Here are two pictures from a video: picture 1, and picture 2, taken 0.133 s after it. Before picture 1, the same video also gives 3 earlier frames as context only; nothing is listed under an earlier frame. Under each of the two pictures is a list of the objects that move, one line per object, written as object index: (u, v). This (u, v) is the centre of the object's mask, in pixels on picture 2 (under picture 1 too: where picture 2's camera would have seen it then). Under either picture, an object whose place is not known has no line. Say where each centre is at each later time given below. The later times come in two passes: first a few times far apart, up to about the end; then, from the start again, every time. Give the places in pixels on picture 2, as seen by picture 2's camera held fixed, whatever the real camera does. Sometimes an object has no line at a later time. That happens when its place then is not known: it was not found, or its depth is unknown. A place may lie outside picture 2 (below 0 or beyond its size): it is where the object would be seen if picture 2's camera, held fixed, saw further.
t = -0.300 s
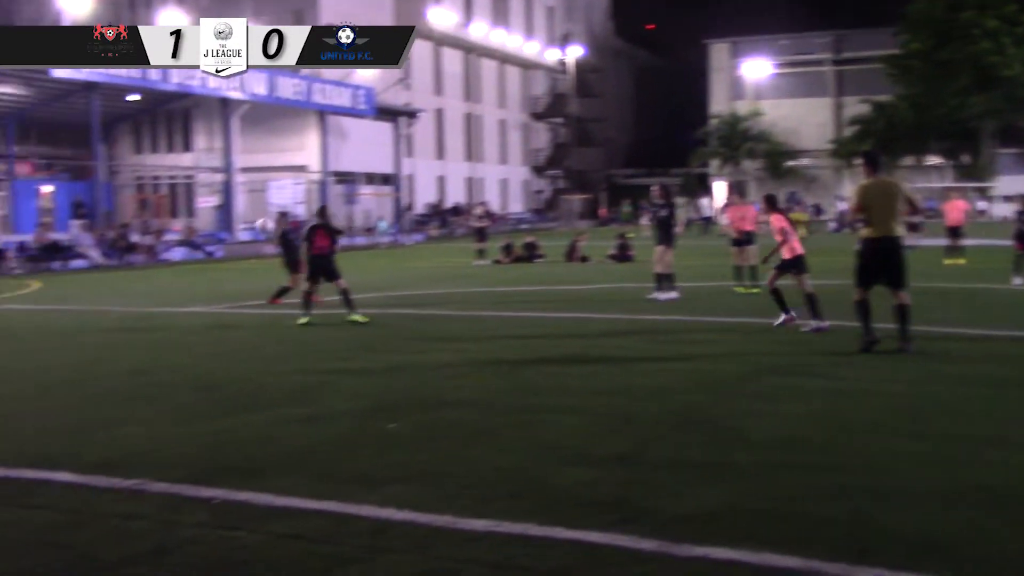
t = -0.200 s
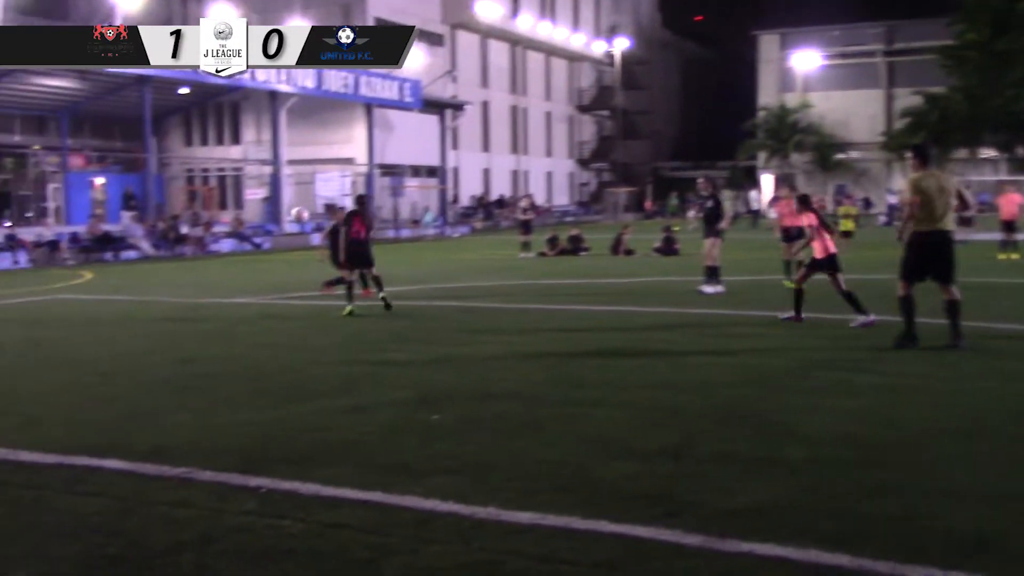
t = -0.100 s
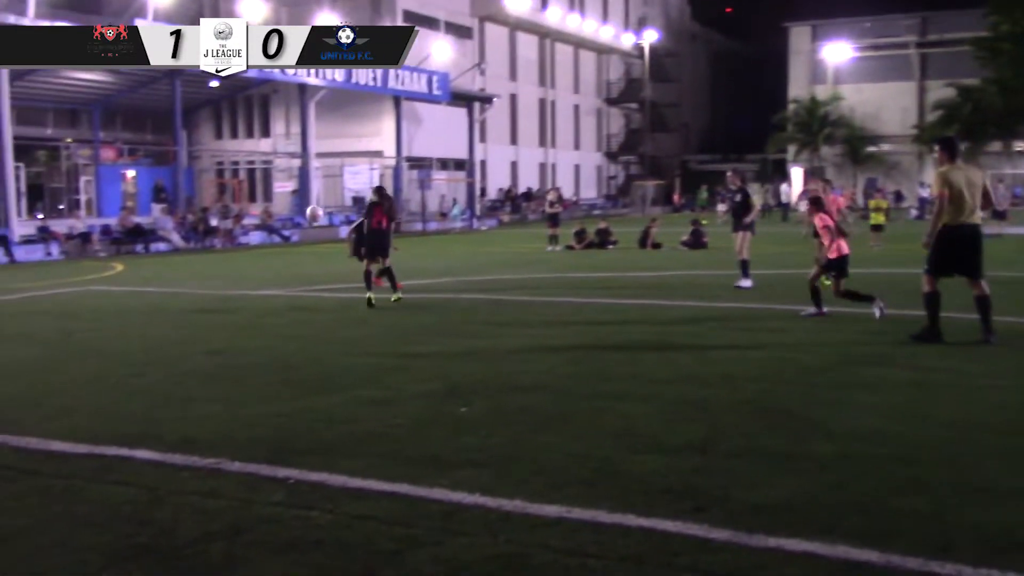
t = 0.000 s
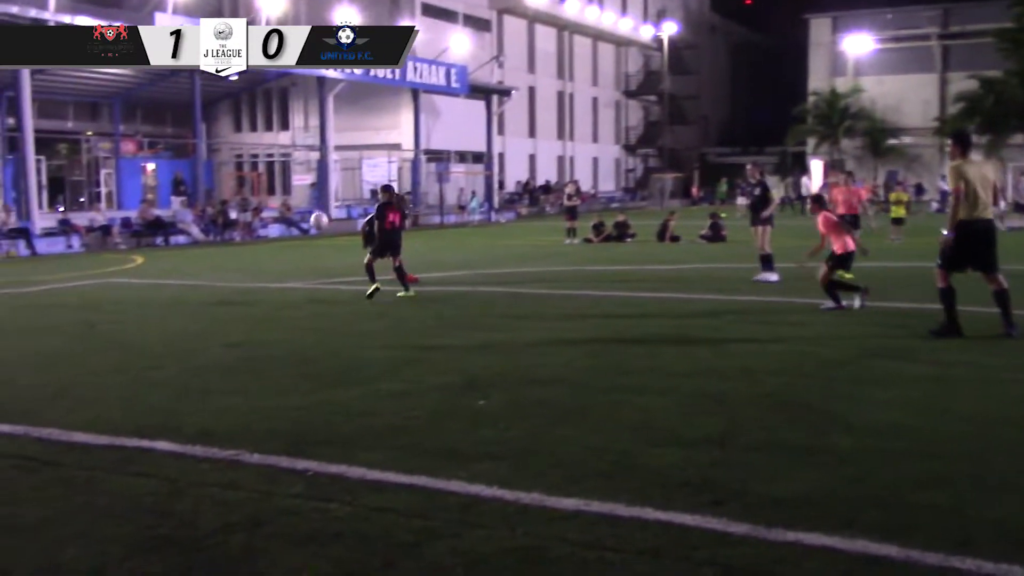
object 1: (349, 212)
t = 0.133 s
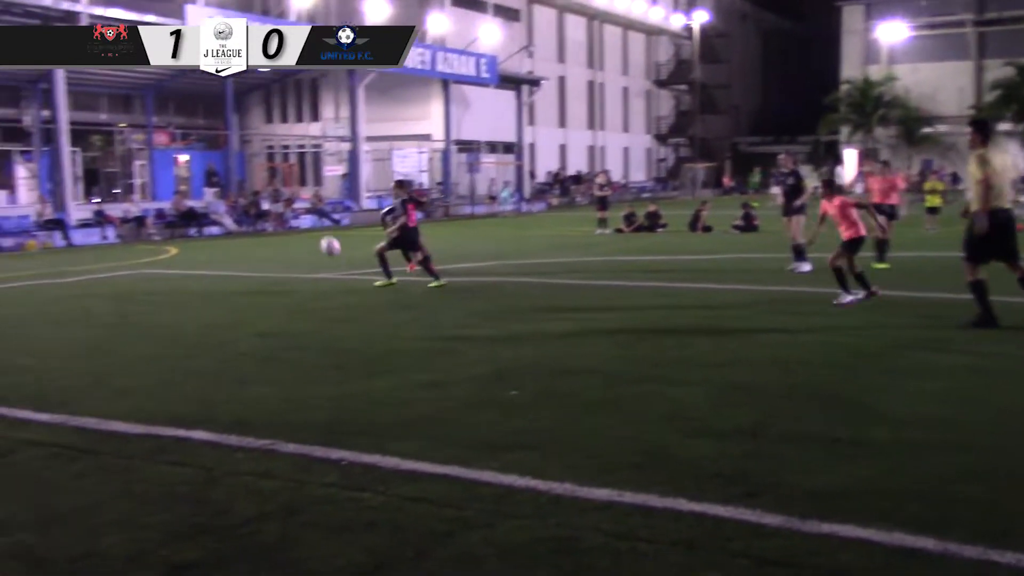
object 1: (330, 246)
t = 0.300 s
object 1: (300, 285)
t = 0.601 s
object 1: (219, 246)
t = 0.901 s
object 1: (124, 301)
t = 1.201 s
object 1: (11, 306)
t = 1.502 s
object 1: (-125, 372)
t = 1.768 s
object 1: (-286, 370)
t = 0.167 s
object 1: (326, 258)
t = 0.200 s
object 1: (320, 271)
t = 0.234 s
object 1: (314, 285)
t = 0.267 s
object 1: (308, 294)
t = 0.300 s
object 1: (300, 285)
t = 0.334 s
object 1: (291, 276)
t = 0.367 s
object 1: (281, 270)
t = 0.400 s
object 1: (273, 264)
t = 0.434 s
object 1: (264, 258)
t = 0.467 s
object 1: (256, 254)
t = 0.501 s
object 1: (246, 251)
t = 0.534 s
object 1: (238, 248)
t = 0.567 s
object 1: (229, 246)
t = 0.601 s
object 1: (219, 246)
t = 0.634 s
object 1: (209, 247)
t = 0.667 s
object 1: (199, 249)
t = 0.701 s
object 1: (188, 253)
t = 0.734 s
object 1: (178, 258)
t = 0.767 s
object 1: (168, 264)
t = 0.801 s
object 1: (157, 271)
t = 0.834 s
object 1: (146, 280)
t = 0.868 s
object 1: (135, 289)
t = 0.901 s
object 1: (124, 301)
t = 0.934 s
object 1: (112, 314)
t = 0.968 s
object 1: (101, 329)
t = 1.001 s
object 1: (89, 328)
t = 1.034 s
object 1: (77, 322)
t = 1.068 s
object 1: (64, 316)
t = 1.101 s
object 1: (52, 312)
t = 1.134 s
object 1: (39, 308)
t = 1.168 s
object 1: (25, 307)
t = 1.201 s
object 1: (11, 306)
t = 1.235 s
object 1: (-4, 307)
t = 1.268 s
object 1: (-18, 310)
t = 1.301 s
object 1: (-32, 313)
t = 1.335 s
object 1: (-45, 319)
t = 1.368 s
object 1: (-61, 326)
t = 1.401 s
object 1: (-76, 335)
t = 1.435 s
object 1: (-92, 346)
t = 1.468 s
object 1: (-108, 358)
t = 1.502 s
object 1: (-125, 372)
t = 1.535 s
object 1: (-144, 367)
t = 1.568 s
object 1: (-162, 363)
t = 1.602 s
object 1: (-181, 360)
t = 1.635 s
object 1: (-201, 358)
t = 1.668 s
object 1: (-221, 358)
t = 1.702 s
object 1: (-242, 360)
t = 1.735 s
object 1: (-264, 363)
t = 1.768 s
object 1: (-286, 370)
